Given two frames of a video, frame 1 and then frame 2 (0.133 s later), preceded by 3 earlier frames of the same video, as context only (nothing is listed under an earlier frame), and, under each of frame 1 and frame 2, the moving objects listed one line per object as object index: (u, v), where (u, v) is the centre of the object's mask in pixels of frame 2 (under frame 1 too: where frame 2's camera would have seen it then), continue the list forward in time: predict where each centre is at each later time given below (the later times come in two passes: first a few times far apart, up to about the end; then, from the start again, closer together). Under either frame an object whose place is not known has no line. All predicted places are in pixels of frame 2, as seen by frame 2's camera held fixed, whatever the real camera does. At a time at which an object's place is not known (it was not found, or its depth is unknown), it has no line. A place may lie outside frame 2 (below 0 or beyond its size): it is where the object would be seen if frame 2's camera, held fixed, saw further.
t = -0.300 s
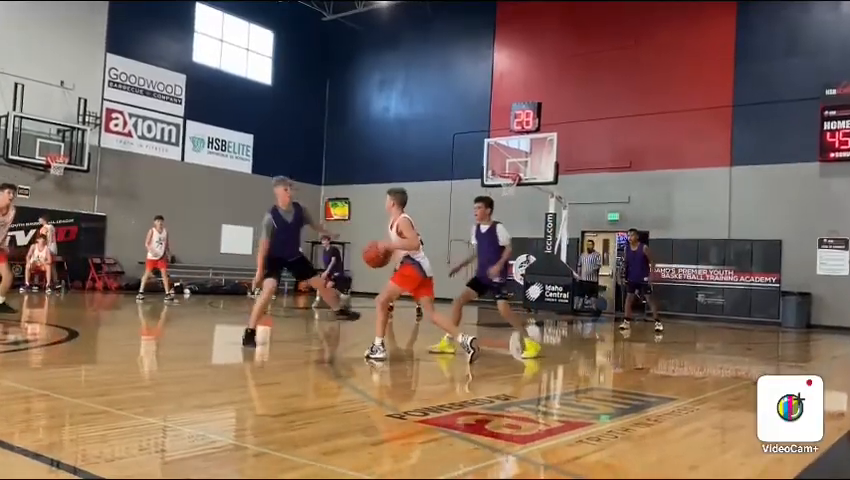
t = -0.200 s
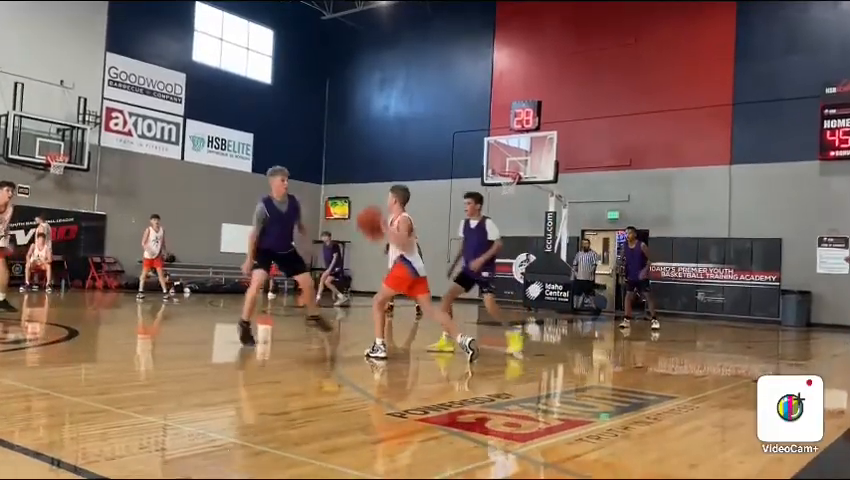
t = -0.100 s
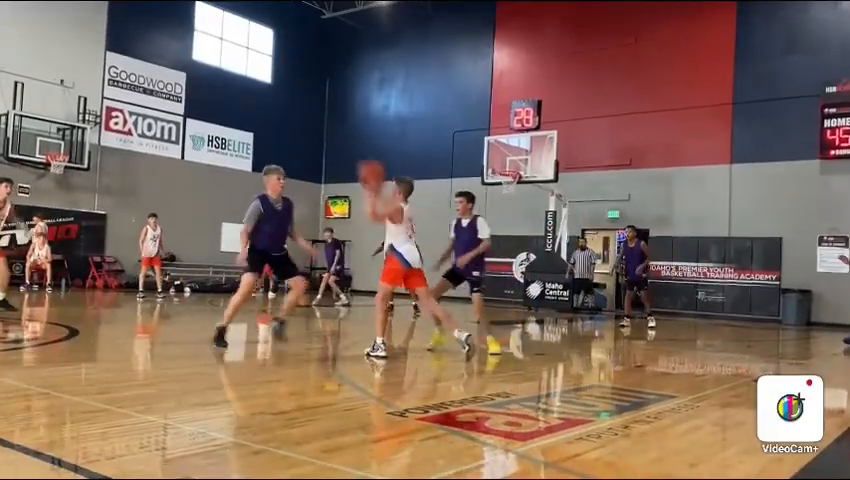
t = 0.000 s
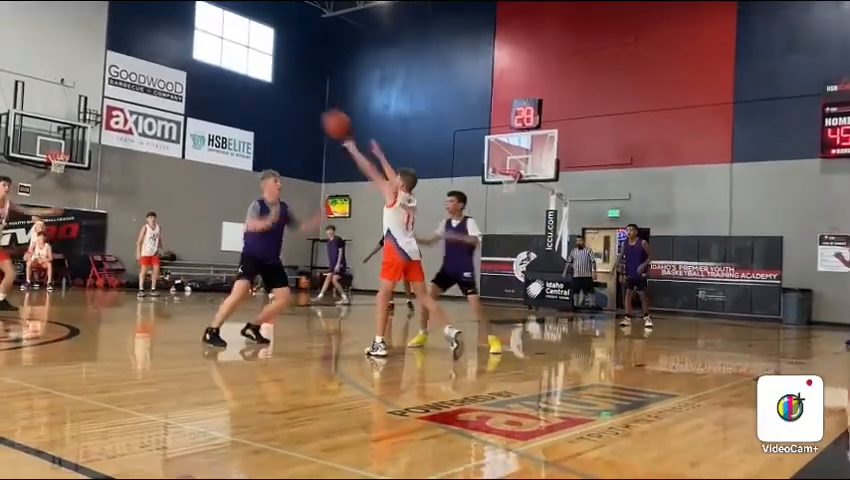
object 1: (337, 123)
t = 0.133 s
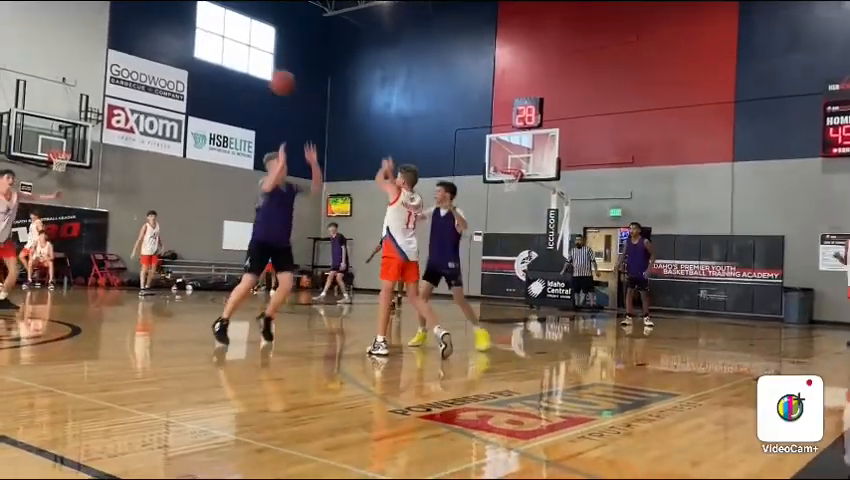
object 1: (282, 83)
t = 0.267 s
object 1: (232, 63)
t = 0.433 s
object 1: (178, 63)
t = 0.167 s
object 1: (271, 77)
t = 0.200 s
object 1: (255, 70)
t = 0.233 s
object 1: (244, 66)
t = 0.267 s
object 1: (232, 63)
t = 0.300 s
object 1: (220, 62)
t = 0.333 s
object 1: (210, 60)
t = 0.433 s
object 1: (178, 63)
